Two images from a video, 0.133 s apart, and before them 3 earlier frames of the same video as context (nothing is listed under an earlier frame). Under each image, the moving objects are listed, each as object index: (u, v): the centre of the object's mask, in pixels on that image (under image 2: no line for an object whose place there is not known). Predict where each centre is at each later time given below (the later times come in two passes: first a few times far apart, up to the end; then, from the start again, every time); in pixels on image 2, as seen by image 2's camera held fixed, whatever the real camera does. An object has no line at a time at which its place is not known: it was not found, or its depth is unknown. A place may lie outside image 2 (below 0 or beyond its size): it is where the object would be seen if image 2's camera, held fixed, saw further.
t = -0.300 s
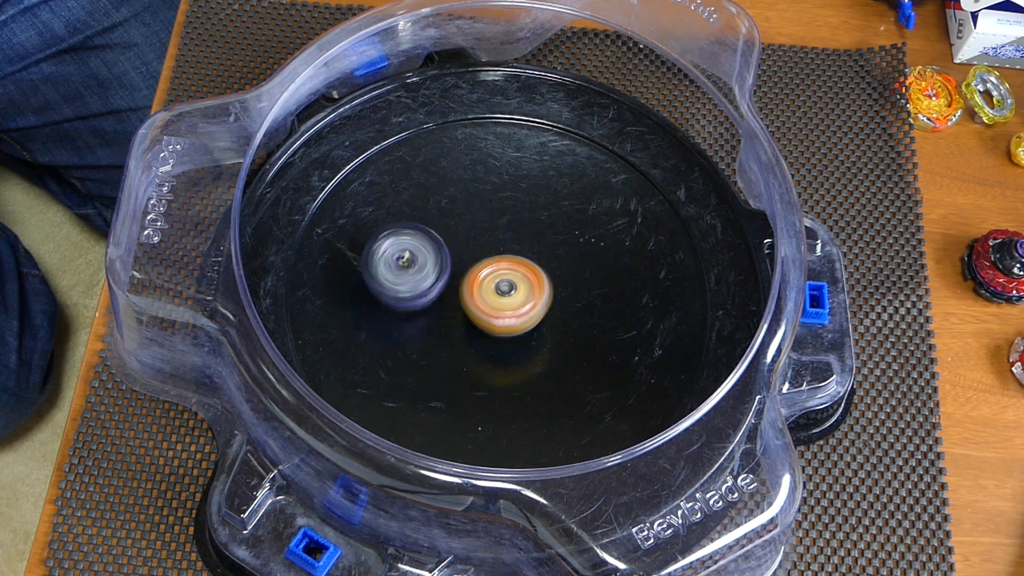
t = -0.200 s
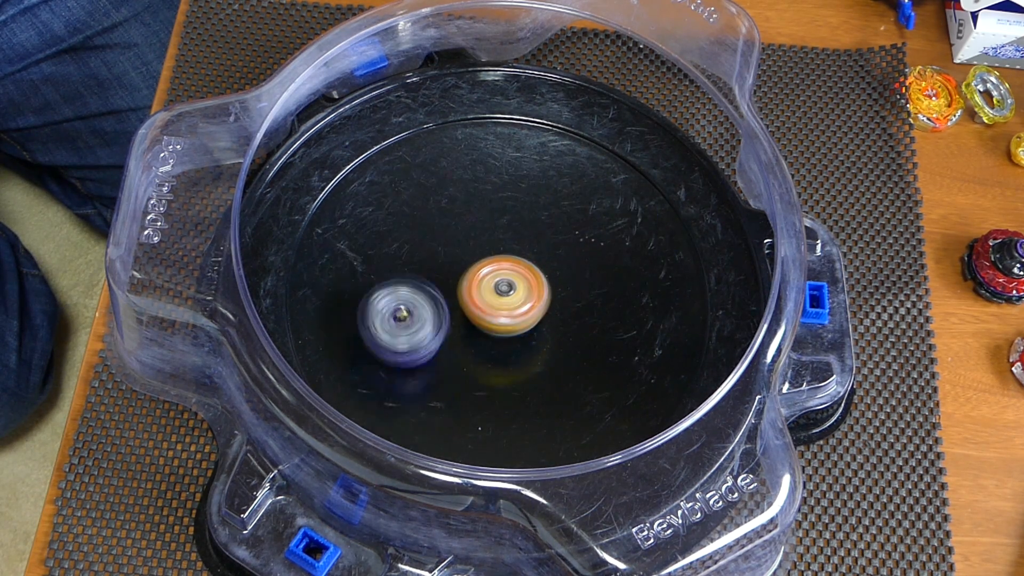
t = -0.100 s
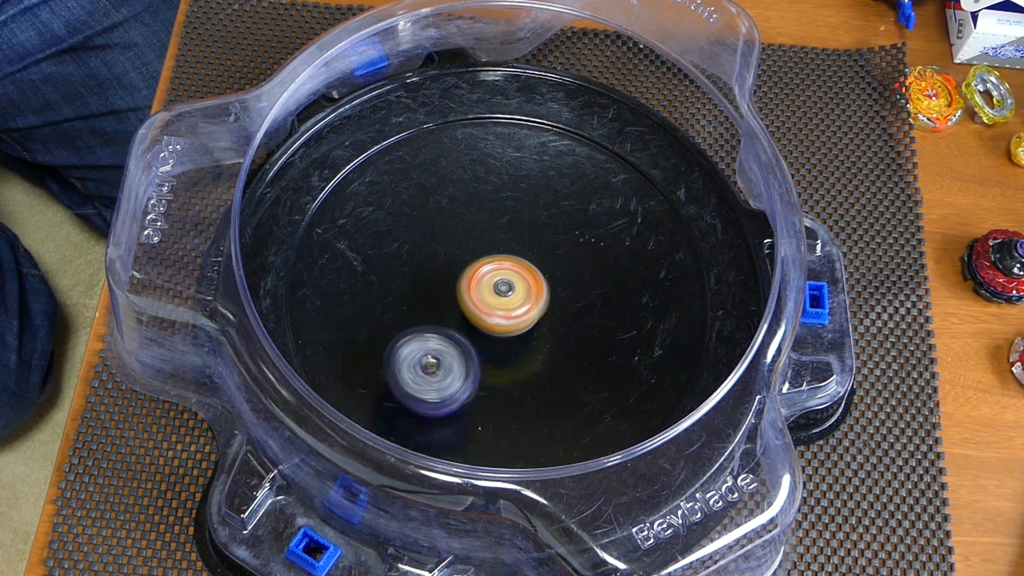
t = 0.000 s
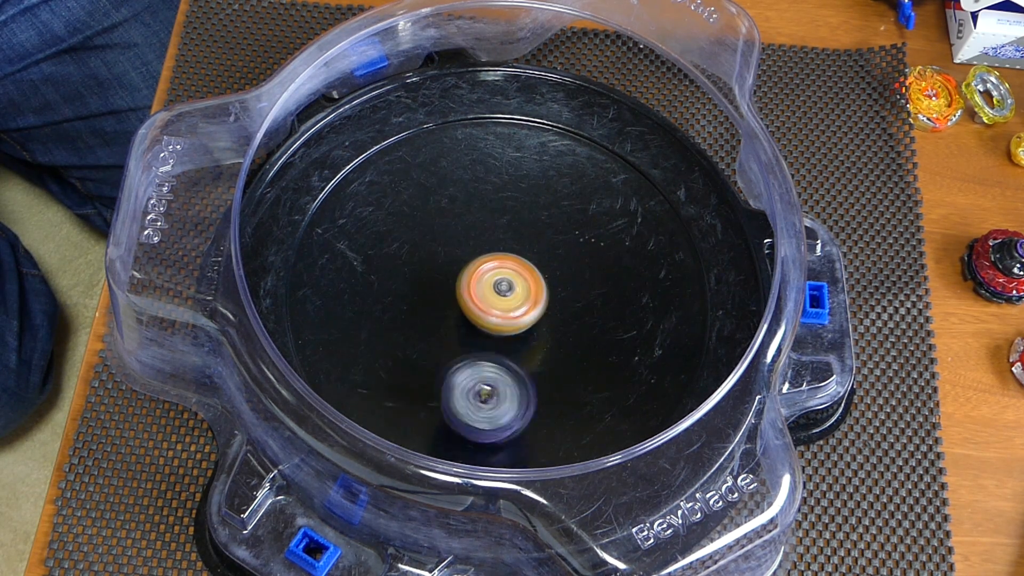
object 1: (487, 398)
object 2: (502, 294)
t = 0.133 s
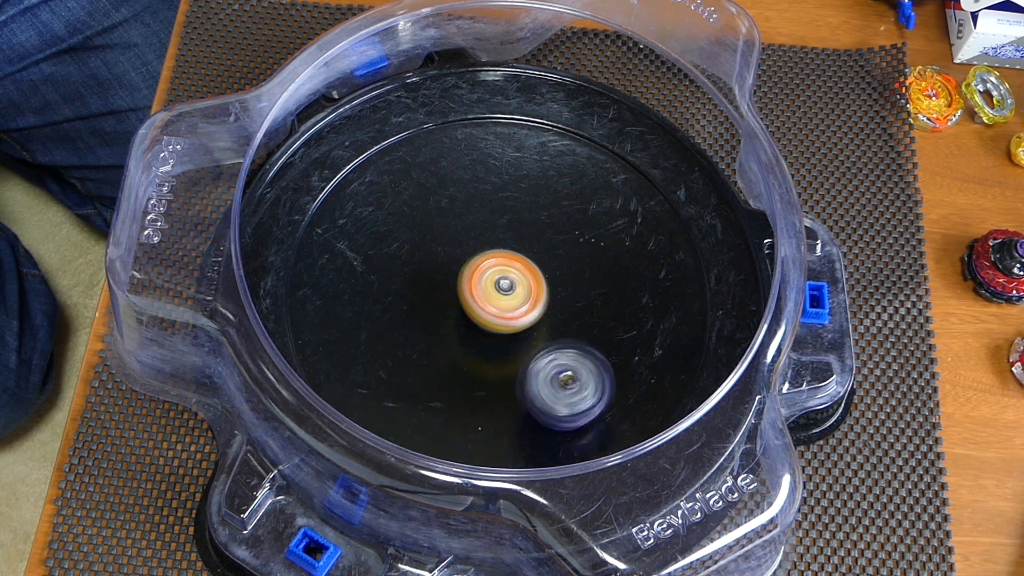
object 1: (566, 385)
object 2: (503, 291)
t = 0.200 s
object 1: (594, 359)
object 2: (503, 290)
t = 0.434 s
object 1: (591, 243)
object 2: (504, 289)
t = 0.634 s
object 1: (497, 191)
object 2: (506, 290)
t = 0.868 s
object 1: (393, 245)
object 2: (508, 292)
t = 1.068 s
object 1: (425, 345)
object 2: (508, 293)
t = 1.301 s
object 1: (556, 369)
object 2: (508, 292)
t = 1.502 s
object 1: (622, 292)
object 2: (505, 291)
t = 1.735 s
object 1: (562, 204)
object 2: (504, 289)
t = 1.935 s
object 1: (456, 214)
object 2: (505, 287)
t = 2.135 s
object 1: (405, 297)
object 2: (508, 288)
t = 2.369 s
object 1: (479, 385)
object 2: (509, 291)
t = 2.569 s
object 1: (580, 355)
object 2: (509, 293)
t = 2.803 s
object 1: (603, 251)
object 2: (494, 287)
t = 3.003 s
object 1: (530, 194)
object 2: (489, 283)
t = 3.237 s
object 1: (426, 203)
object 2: (486, 313)
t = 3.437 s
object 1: (401, 285)
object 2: (490, 315)
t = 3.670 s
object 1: (431, 357)
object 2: (535, 320)
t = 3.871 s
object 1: (430, 390)
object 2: (607, 300)
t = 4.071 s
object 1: (502, 335)
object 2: (581, 293)
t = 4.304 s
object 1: (468, 253)
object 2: (573, 279)
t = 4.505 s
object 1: (427, 213)
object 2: (549, 264)
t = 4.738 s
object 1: (447, 259)
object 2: (537, 252)
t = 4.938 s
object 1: (486, 275)
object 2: (595, 268)
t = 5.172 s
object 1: (536, 254)
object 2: (612, 302)
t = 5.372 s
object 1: (531, 243)
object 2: (565, 339)
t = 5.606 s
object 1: (515, 251)
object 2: (469, 344)
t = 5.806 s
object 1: (501, 263)
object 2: (414, 328)
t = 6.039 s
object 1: (525, 310)
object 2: (429, 289)
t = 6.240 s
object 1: (598, 348)
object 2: (443, 198)
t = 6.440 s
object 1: (621, 351)
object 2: (464, 200)
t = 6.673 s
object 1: (557, 320)
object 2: (504, 253)
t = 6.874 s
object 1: (488, 339)
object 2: (557, 241)
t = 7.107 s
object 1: (462, 305)
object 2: (546, 268)
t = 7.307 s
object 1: (467, 272)
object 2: (560, 277)
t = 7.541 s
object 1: (483, 239)
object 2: (568, 278)
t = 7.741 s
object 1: (477, 230)
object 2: (560, 282)
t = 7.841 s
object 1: (481, 241)
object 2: (559, 278)
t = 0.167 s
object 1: (583, 374)
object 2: (503, 291)
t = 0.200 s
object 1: (594, 359)
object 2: (503, 290)
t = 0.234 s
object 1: (603, 343)
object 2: (503, 290)
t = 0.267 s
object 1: (609, 326)
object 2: (503, 290)
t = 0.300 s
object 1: (610, 308)
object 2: (503, 289)
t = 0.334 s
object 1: (610, 291)
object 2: (503, 289)
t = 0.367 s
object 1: (606, 273)
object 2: (504, 289)
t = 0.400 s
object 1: (599, 257)
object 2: (504, 289)
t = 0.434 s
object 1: (591, 243)
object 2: (504, 289)
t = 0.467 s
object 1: (578, 229)
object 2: (505, 289)
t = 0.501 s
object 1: (564, 216)
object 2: (505, 290)
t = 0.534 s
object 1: (550, 207)
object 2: (505, 290)
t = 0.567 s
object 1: (533, 199)
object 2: (506, 290)
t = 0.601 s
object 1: (515, 193)
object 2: (506, 290)
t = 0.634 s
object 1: (497, 191)
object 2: (506, 290)
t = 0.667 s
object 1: (477, 191)
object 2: (507, 290)
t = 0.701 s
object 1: (461, 192)
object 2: (507, 290)
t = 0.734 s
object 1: (443, 198)
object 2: (507, 290)
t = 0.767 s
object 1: (427, 205)
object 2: (507, 290)
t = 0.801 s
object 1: (414, 216)
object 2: (507, 291)
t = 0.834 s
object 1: (401, 230)
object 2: (507, 291)
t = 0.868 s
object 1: (393, 245)
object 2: (508, 292)
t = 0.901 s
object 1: (390, 262)
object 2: (508, 292)
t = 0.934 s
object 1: (389, 280)
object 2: (508, 292)
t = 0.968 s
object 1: (394, 298)
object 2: (508, 293)
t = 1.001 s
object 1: (400, 315)
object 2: (508, 293)
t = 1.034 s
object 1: (411, 331)
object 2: (508, 293)
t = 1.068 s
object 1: (425, 345)
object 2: (508, 293)
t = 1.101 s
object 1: (441, 357)
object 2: (507, 293)
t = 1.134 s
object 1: (460, 365)
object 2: (507, 293)
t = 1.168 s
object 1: (480, 372)
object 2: (507, 293)
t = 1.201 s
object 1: (498, 376)
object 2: (508, 292)
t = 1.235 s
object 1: (518, 376)
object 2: (508, 292)
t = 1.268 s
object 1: (539, 374)
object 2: (509, 292)
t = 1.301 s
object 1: (556, 369)
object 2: (508, 292)
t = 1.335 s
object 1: (573, 360)
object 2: (508, 292)
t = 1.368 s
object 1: (589, 350)
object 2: (507, 292)
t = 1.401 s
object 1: (602, 338)
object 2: (507, 292)
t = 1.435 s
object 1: (611, 324)
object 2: (506, 291)
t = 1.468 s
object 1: (618, 309)
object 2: (505, 291)
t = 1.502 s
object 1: (622, 292)
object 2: (505, 291)
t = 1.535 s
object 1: (623, 277)
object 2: (505, 290)
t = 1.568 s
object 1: (619, 259)
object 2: (505, 290)
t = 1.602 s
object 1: (614, 247)
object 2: (504, 290)
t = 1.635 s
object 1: (605, 232)
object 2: (504, 290)
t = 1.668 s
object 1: (593, 220)
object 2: (504, 289)
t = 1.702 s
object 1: (578, 211)
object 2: (504, 289)
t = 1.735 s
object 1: (562, 204)
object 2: (504, 289)
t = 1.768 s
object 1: (545, 199)
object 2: (504, 288)
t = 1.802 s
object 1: (525, 197)
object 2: (504, 288)
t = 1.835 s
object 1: (507, 198)
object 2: (504, 288)
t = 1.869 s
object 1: (490, 200)
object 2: (505, 288)
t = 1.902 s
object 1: (472, 206)
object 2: (505, 288)
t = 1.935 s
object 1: (456, 214)
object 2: (505, 287)
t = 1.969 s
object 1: (443, 223)
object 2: (506, 287)
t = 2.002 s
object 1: (430, 236)
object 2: (506, 287)
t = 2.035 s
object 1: (419, 250)
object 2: (506, 288)
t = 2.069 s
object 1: (411, 264)
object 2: (507, 288)
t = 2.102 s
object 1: (407, 279)
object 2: (507, 288)
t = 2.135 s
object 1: (405, 297)
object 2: (508, 288)
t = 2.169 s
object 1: (407, 313)
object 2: (508, 288)
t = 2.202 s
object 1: (412, 329)
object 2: (508, 289)
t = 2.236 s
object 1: (421, 345)
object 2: (508, 289)
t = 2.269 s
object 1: (431, 359)
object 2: (508, 290)
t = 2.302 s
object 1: (445, 371)
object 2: (509, 290)
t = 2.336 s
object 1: (462, 380)
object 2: (509, 291)
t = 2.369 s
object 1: (479, 385)
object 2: (509, 291)
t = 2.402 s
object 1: (498, 389)
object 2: (509, 291)
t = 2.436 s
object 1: (517, 388)
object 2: (509, 291)
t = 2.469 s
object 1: (535, 384)
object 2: (509, 292)
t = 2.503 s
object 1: (553, 377)
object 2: (509, 292)
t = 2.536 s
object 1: (568, 367)
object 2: (509, 293)
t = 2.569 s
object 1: (580, 355)
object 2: (509, 293)
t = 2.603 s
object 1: (589, 341)
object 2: (508, 293)
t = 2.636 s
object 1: (596, 326)
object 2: (508, 293)
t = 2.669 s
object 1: (600, 310)
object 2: (507, 294)
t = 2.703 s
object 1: (606, 296)
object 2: (501, 292)
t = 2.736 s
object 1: (608, 281)
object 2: (498, 290)
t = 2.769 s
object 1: (607, 265)
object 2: (495, 288)
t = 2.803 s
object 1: (603, 251)
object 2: (494, 287)
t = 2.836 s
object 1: (596, 237)
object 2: (493, 286)
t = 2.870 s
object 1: (588, 224)
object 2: (492, 285)
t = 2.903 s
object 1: (576, 214)
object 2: (491, 285)
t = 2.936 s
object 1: (562, 204)
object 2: (490, 284)
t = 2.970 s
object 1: (548, 199)
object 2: (490, 284)
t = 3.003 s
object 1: (530, 194)
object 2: (489, 283)
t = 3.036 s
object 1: (513, 193)
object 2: (489, 283)
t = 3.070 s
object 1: (496, 193)
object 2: (489, 282)
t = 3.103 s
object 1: (480, 196)
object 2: (489, 282)
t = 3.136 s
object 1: (466, 197)
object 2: (488, 288)
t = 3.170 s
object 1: (452, 193)
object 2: (488, 301)
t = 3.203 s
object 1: (439, 197)
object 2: (487, 308)
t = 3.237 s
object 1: (426, 203)
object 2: (486, 313)
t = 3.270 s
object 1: (414, 213)
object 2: (486, 315)
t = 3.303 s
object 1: (404, 225)
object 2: (486, 316)
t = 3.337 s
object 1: (398, 239)
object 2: (486, 316)
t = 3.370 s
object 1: (396, 254)
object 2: (487, 315)
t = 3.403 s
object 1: (396, 269)
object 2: (489, 315)
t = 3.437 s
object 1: (401, 285)
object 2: (490, 315)
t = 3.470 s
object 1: (400, 297)
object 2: (497, 316)
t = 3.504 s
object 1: (398, 306)
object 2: (508, 319)
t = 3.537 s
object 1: (402, 317)
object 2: (515, 320)
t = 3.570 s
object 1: (409, 328)
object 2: (518, 321)
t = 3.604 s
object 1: (419, 339)
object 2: (520, 321)
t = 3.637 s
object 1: (432, 348)
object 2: (521, 321)
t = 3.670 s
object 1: (431, 357)
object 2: (535, 320)
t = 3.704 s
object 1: (417, 364)
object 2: (560, 315)
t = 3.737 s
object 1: (410, 370)
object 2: (581, 310)
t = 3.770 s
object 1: (408, 376)
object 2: (594, 305)
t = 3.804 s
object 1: (411, 382)
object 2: (603, 303)
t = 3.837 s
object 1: (418, 387)
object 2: (607, 300)
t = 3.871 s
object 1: (430, 390)
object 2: (607, 300)
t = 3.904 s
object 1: (444, 390)
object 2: (605, 299)
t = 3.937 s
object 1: (458, 384)
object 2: (601, 298)
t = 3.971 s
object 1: (472, 375)
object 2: (596, 297)
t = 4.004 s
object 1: (484, 363)
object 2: (592, 295)
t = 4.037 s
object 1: (494, 350)
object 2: (586, 294)
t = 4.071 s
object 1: (502, 335)
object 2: (581, 293)
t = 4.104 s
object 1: (499, 324)
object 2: (583, 288)
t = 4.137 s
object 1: (495, 313)
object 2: (584, 286)
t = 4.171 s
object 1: (490, 300)
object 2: (584, 284)
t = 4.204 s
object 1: (484, 288)
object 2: (582, 284)
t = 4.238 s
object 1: (479, 276)
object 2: (579, 283)
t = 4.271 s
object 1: (474, 264)
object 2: (577, 281)
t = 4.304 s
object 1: (468, 253)
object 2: (573, 279)
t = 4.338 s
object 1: (462, 243)
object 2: (569, 277)
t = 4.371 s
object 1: (455, 234)
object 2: (565, 275)
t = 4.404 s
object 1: (448, 228)
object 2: (561, 272)
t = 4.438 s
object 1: (441, 222)
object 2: (557, 270)
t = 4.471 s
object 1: (435, 216)
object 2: (552, 266)
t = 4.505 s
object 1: (427, 213)
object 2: (549, 264)
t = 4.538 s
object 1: (421, 214)
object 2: (545, 260)
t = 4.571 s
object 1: (417, 216)
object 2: (543, 258)
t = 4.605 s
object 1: (415, 223)
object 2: (541, 256)
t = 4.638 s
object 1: (418, 232)
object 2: (539, 254)
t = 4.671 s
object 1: (426, 242)
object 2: (538, 253)
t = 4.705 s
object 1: (436, 250)
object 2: (538, 252)
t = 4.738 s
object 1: (447, 259)
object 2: (537, 252)
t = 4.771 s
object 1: (453, 265)
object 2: (545, 255)
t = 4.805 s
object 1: (461, 270)
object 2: (553, 256)
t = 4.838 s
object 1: (470, 272)
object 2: (559, 258)
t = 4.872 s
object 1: (472, 274)
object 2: (573, 262)
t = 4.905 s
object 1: (478, 275)
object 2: (587, 264)
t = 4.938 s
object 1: (486, 275)
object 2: (595, 268)
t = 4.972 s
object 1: (496, 274)
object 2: (601, 269)
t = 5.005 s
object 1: (505, 272)
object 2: (605, 273)
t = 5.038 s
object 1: (511, 269)
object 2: (610, 276)
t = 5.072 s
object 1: (519, 266)
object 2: (612, 282)
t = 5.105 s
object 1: (526, 263)
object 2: (614, 287)
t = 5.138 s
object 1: (532, 259)
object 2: (613, 295)
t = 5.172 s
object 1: (536, 254)
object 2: (612, 302)
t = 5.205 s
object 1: (538, 249)
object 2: (608, 310)
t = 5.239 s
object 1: (539, 246)
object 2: (603, 317)
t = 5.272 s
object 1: (540, 243)
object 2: (595, 325)
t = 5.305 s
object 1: (538, 241)
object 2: (586, 331)
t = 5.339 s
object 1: (535, 241)
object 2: (576, 335)
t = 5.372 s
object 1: (531, 243)
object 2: (565, 339)
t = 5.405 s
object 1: (527, 246)
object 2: (553, 340)
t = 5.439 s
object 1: (524, 250)
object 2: (541, 340)
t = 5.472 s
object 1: (520, 255)
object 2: (529, 338)
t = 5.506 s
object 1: (516, 260)
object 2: (518, 335)
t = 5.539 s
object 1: (516, 257)
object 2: (503, 339)
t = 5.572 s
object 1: (516, 254)
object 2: (486, 343)
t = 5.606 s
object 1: (515, 251)
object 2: (469, 344)
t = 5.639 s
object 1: (511, 250)
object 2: (454, 343)
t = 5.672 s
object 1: (510, 250)
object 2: (441, 341)
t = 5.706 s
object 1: (507, 251)
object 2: (431, 339)
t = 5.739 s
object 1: (505, 253)
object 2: (424, 336)
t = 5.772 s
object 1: (501, 258)
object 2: (418, 331)
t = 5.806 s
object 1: (501, 263)
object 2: (414, 328)
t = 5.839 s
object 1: (500, 268)
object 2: (413, 324)
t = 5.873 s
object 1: (502, 275)
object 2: (413, 320)
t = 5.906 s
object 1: (502, 281)
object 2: (414, 315)
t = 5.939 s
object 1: (505, 288)
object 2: (416, 310)
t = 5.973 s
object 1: (508, 294)
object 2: (420, 305)
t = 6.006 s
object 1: (514, 300)
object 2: (427, 301)
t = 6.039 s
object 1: (525, 310)
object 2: (429, 289)
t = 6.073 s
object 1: (547, 323)
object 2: (424, 270)
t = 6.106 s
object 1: (564, 334)
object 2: (424, 253)
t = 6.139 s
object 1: (575, 340)
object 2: (428, 236)
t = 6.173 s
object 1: (584, 343)
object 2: (434, 221)
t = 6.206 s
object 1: (593, 346)
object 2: (438, 207)
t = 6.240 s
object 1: (598, 348)
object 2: (443, 198)
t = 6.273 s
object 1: (604, 350)
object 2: (449, 190)
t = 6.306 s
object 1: (611, 351)
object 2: (453, 187)
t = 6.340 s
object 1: (616, 353)
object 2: (457, 187)
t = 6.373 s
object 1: (619, 354)
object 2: (460, 189)
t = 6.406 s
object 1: (621, 353)
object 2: (463, 194)
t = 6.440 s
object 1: (621, 351)
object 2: (464, 200)
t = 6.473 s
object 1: (618, 348)
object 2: (465, 206)
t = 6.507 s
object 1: (612, 343)
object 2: (467, 213)
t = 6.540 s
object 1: (602, 338)
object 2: (471, 220)
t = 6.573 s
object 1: (591, 333)
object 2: (477, 229)
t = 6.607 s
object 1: (579, 329)
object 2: (485, 239)
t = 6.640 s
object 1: (568, 324)
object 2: (494, 247)
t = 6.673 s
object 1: (557, 320)
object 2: (504, 253)
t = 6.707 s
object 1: (541, 324)
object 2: (519, 249)
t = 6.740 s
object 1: (527, 332)
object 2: (533, 244)
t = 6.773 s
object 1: (512, 338)
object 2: (543, 238)
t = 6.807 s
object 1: (502, 340)
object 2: (550, 235)
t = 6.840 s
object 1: (493, 340)
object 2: (554, 237)
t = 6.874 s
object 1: (488, 339)
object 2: (557, 241)
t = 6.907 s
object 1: (481, 336)
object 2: (557, 247)
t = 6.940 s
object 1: (476, 333)
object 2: (556, 251)
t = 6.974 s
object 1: (471, 329)
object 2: (552, 255)
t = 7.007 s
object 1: (467, 324)
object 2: (549, 259)
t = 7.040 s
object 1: (464, 318)
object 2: (547, 262)
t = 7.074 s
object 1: (462, 311)
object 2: (545, 265)
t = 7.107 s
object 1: (462, 305)
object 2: (546, 268)
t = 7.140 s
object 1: (463, 299)
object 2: (546, 271)
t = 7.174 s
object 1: (465, 293)
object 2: (548, 274)
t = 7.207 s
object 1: (468, 287)
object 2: (550, 276)
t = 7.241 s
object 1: (468, 282)
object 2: (554, 277)
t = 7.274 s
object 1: (466, 277)
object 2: (559, 276)
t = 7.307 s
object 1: (467, 272)
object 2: (560, 277)
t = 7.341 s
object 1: (473, 267)
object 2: (560, 278)
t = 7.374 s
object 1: (477, 263)
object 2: (560, 277)
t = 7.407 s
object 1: (480, 260)
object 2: (561, 276)
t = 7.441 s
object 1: (483, 257)
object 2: (562, 275)
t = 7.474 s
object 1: (487, 253)
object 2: (563, 274)
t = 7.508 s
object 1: (487, 247)
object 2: (565, 275)
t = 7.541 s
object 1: (483, 239)
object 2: (568, 278)
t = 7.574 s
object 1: (482, 235)
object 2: (566, 281)
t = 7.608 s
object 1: (480, 232)
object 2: (563, 284)
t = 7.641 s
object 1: (477, 230)
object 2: (562, 285)
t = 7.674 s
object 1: (477, 230)
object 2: (561, 285)
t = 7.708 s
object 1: (477, 229)
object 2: (560, 283)
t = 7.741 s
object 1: (477, 230)
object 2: (560, 282)
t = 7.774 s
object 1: (477, 233)
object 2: (560, 280)
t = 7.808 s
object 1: (477, 236)
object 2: (559, 279)
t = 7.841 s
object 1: (481, 241)
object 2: (559, 278)
